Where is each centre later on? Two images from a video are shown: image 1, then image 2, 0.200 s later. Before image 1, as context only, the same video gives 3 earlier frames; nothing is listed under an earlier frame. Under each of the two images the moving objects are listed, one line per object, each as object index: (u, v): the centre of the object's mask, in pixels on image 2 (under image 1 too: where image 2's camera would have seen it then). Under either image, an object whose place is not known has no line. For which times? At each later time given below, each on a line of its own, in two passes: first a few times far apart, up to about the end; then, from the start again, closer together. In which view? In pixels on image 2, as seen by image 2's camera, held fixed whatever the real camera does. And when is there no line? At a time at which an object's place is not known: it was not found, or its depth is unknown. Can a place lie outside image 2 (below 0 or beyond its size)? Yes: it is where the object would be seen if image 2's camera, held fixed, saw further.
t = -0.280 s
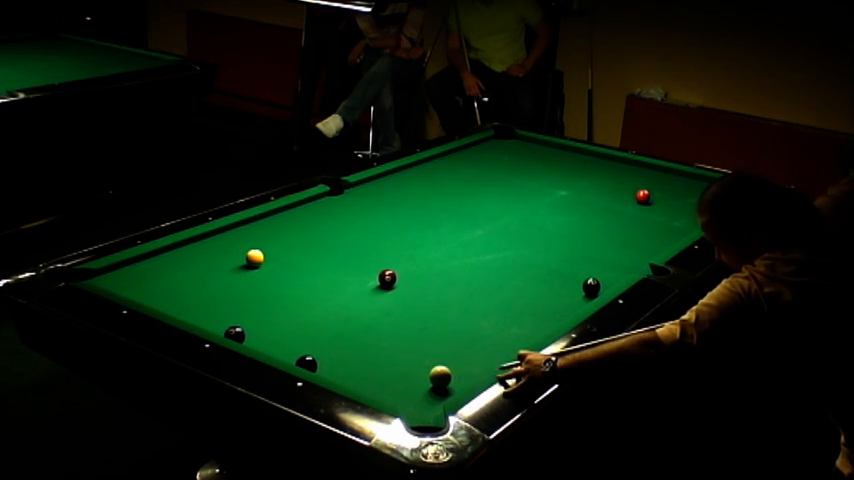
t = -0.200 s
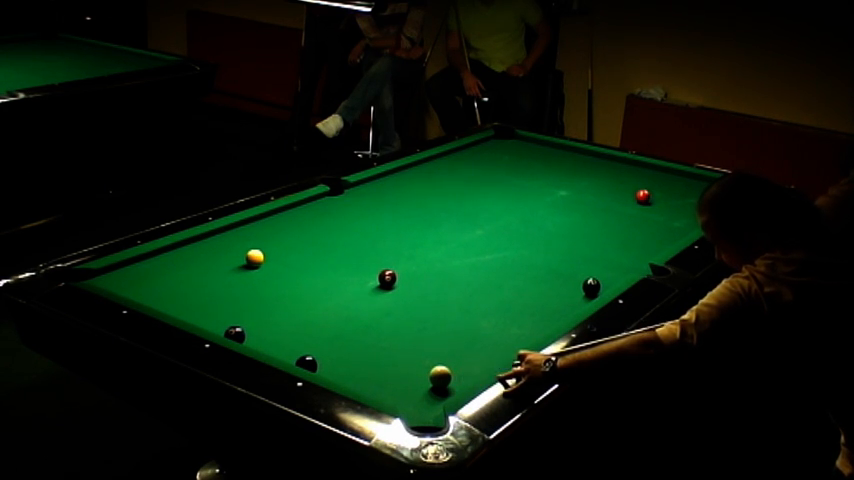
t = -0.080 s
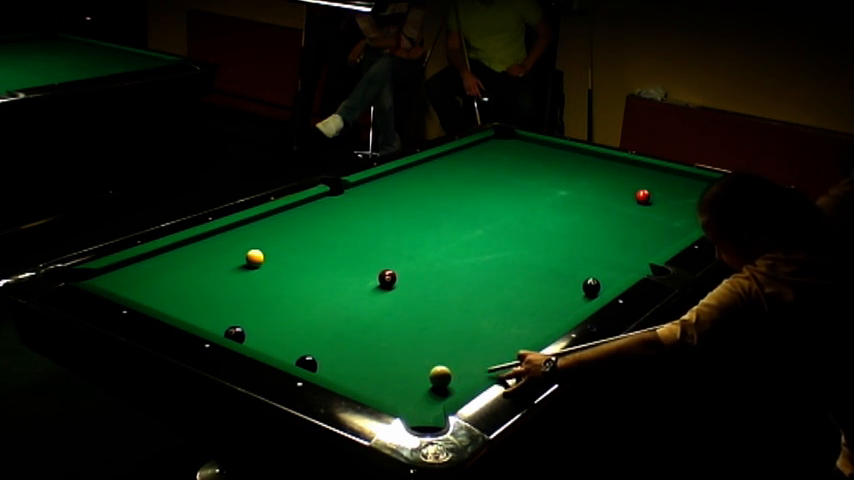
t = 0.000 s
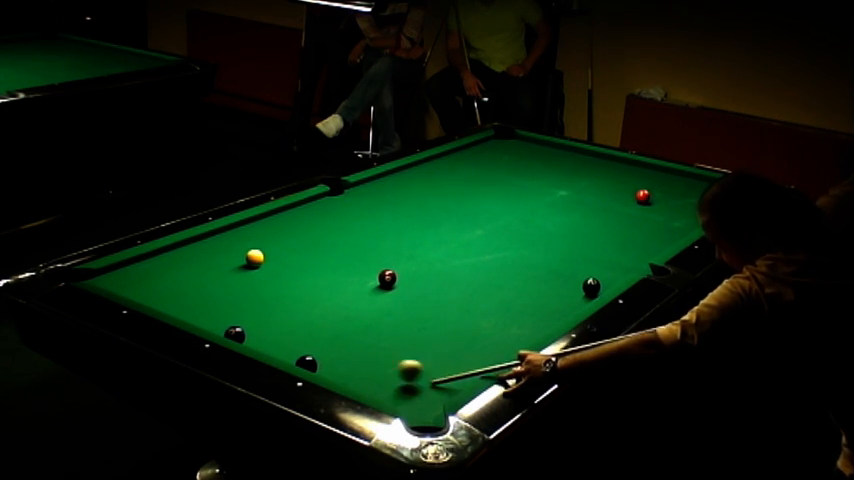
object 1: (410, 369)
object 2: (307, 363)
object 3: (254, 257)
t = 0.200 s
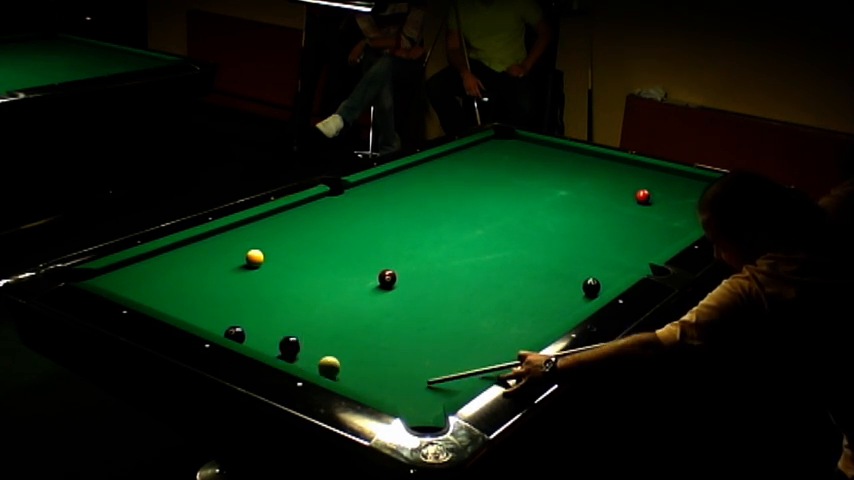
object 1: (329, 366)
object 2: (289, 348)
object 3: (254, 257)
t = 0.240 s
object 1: (332, 367)
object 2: (285, 343)
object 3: (254, 257)
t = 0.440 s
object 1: (355, 367)
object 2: (268, 315)
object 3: (254, 257)
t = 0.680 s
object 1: (379, 368)
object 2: (250, 285)
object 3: (254, 257)
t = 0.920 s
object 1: (402, 368)
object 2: (233, 259)
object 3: (257, 257)
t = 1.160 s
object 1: (423, 369)
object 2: (207, 241)
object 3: (268, 253)
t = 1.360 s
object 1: (439, 370)
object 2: (235, 238)
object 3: (277, 251)
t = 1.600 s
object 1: (456, 370)
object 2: (276, 238)
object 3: (286, 249)
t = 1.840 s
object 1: (471, 370)
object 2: (316, 239)
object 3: (293, 246)
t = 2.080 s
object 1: (480, 367)
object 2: (353, 239)
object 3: (298, 245)
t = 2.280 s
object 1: (478, 366)
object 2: (383, 239)
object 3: (303, 244)
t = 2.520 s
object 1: (476, 365)
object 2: (417, 240)
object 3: (307, 242)
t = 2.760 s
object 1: (475, 364)
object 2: (449, 240)
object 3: (309, 242)
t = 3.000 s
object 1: (475, 363)
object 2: (479, 240)
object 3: (310, 241)
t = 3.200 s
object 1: (475, 364)
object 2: (502, 241)
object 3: (310, 241)
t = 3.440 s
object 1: (475, 363)
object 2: (529, 241)
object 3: (310, 241)
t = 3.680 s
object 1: (476, 363)
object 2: (554, 242)
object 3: (310, 241)
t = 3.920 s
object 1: (476, 364)
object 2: (578, 242)
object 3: (310, 241)
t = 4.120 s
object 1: (475, 364)
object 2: (596, 242)
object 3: (310, 241)
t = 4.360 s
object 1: (475, 364)
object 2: (617, 242)
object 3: (310, 241)
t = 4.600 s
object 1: (476, 364)
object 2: (635, 242)
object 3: (310, 241)
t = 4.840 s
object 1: (476, 364)
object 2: (652, 242)
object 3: (310, 241)
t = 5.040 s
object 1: (476, 364)
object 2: (664, 242)
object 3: (310, 241)
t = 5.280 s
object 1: (475, 364)
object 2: (670, 239)
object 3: (310, 241)
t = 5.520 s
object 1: (475, 364)
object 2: (667, 238)
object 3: (310, 241)
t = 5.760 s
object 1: (475, 364)
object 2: (665, 236)
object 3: (310, 241)
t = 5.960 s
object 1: (476, 364)
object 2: (664, 235)
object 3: (310, 241)
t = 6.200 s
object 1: (476, 364)
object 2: (663, 234)
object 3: (310, 241)
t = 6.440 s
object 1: (476, 364)
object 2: (662, 234)
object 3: (310, 241)
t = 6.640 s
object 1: (476, 364)
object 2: (661, 234)
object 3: (310, 241)
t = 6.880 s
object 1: (475, 364)
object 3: (310, 241)
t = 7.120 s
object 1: (475, 364)
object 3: (310, 241)
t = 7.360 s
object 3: (310, 240)
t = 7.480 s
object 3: (310, 241)
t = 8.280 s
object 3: (309, 238)
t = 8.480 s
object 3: (310, 240)
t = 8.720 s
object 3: (310, 241)
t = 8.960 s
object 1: (476, 363)
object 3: (310, 241)
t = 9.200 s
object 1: (476, 364)
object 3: (310, 241)
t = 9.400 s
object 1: (476, 364)
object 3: (310, 241)
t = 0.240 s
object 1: (332, 367)
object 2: (285, 343)
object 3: (254, 257)
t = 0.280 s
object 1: (337, 367)
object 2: (281, 337)
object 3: (254, 257)
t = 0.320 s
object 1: (341, 367)
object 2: (278, 331)
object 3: (254, 257)
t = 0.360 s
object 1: (346, 367)
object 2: (274, 326)
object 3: (254, 257)
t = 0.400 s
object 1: (350, 367)
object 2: (271, 320)
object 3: (254, 257)
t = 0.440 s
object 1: (355, 367)
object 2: (268, 315)
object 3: (254, 257)
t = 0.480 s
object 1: (359, 367)
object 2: (265, 309)
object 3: (254, 257)
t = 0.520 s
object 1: (363, 368)
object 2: (262, 304)
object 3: (254, 257)
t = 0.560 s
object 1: (367, 367)
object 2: (259, 299)
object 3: (254, 257)
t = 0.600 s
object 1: (371, 368)
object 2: (256, 294)
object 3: (254, 257)
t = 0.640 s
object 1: (375, 367)
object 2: (253, 289)
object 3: (254, 257)
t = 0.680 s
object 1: (379, 368)
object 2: (250, 285)
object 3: (254, 257)
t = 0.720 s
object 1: (383, 368)
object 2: (247, 281)
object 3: (254, 257)
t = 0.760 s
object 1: (387, 368)
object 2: (245, 276)
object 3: (255, 257)
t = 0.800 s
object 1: (391, 368)
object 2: (243, 271)
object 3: (255, 257)
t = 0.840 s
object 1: (395, 368)
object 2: (240, 267)
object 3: (255, 257)
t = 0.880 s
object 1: (399, 368)
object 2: (238, 263)
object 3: (255, 257)
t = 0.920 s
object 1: (402, 368)
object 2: (233, 259)
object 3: (257, 257)
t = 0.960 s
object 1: (406, 369)
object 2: (228, 256)
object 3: (259, 256)
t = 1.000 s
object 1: (410, 369)
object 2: (224, 253)
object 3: (261, 255)
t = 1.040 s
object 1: (413, 369)
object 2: (220, 250)
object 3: (263, 255)
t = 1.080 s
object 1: (416, 369)
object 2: (215, 247)
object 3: (265, 254)
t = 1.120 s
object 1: (420, 369)
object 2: (211, 244)
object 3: (267, 254)
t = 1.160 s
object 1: (423, 369)
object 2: (207, 241)
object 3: (268, 253)
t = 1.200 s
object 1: (427, 369)
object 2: (206, 239)
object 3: (270, 253)
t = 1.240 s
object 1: (430, 369)
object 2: (213, 239)
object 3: (272, 252)
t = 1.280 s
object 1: (433, 369)
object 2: (221, 239)
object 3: (274, 252)
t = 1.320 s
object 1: (436, 369)
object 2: (228, 238)
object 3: (275, 251)
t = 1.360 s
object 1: (439, 370)
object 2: (235, 238)
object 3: (277, 251)
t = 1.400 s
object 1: (442, 370)
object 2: (242, 238)
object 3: (278, 251)
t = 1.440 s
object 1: (445, 370)
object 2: (249, 238)
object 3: (280, 250)
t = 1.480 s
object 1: (448, 370)
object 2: (256, 238)
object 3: (281, 250)
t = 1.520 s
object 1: (451, 370)
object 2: (263, 238)
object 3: (283, 249)
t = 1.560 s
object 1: (454, 370)
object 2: (270, 238)
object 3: (284, 249)
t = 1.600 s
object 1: (456, 370)
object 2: (276, 238)
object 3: (286, 249)
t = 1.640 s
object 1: (459, 370)
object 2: (283, 236)
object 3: (287, 248)
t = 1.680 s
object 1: (462, 370)
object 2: (291, 236)
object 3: (288, 248)
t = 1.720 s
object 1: (464, 370)
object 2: (298, 237)
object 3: (289, 248)
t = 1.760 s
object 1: (467, 370)
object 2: (303, 238)
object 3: (290, 247)
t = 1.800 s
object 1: (469, 370)
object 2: (309, 239)
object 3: (291, 247)
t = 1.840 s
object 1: (471, 370)
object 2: (316, 239)
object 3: (293, 246)
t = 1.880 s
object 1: (474, 369)
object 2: (322, 239)
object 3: (294, 246)
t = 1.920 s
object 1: (476, 369)
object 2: (328, 239)
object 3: (295, 246)
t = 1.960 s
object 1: (478, 368)
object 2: (335, 239)
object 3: (296, 246)
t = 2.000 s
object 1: (480, 368)
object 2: (341, 239)
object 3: (297, 245)
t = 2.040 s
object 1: (480, 368)
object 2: (347, 239)
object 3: (298, 245)
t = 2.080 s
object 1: (480, 367)
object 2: (353, 239)
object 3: (298, 245)
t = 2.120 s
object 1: (479, 367)
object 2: (359, 239)
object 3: (300, 244)
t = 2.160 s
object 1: (479, 367)
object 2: (365, 240)
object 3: (300, 244)
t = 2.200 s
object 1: (479, 366)
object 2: (371, 240)
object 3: (301, 244)
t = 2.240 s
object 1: (479, 366)
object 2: (377, 239)
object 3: (302, 244)
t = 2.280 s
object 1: (478, 366)
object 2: (383, 239)
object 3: (303, 244)
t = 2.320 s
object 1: (478, 366)
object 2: (388, 240)
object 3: (303, 243)
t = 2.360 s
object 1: (477, 365)
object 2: (394, 240)
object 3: (304, 243)
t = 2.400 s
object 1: (477, 365)
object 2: (400, 240)
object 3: (305, 243)
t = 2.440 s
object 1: (477, 365)
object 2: (406, 240)
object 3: (305, 243)
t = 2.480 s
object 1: (477, 365)
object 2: (411, 240)
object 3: (306, 243)
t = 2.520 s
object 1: (476, 365)
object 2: (417, 240)
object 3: (307, 242)
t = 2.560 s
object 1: (476, 365)
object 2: (422, 240)
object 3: (307, 242)
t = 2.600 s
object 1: (476, 364)
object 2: (428, 240)
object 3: (308, 242)
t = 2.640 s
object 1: (476, 364)
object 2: (433, 240)
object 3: (308, 242)
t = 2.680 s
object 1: (476, 364)
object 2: (438, 240)
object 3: (309, 242)
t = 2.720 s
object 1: (476, 364)
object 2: (443, 240)
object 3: (309, 242)
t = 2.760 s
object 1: (475, 364)
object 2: (449, 240)
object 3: (309, 242)
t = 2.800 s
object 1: (475, 364)
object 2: (454, 240)
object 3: (309, 242)
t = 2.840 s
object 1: (475, 364)
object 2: (459, 240)
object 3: (310, 242)
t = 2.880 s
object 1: (475, 363)
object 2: (464, 240)
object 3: (310, 241)
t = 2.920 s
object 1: (475, 363)
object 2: (469, 240)
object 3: (310, 241)
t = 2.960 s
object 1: (475, 363)
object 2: (474, 240)
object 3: (310, 241)
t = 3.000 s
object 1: (475, 363)
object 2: (479, 240)
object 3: (310, 241)
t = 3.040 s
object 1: (475, 363)
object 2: (484, 240)
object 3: (310, 241)
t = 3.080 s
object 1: (475, 363)
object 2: (488, 241)
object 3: (310, 241)
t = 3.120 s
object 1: (475, 363)
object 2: (493, 240)
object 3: (310, 241)
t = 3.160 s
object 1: (475, 363)
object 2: (498, 240)
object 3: (310, 241)
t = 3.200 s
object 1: (475, 364)
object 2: (502, 241)
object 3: (310, 241)
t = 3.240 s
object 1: (475, 364)
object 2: (507, 241)
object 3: (310, 241)
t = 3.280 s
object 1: (475, 363)
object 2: (512, 241)
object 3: (310, 241)
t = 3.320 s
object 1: (475, 363)
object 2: (516, 241)
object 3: (310, 241)
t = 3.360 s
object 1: (475, 364)
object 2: (521, 241)
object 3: (310, 241)
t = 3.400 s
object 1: (475, 364)
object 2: (525, 241)
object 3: (310, 241)
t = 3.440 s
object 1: (475, 363)
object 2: (529, 241)
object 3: (310, 241)
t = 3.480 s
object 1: (475, 363)
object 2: (533, 241)
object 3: (310, 241)
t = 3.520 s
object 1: (475, 363)
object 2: (538, 241)
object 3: (310, 241)
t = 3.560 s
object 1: (475, 364)
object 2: (542, 241)
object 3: (310, 241)
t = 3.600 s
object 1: (476, 364)
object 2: (546, 242)
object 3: (310, 241)
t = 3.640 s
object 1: (476, 364)
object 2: (550, 242)
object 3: (310, 241)
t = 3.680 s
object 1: (476, 363)
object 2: (554, 242)
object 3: (310, 241)
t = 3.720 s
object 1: (476, 363)
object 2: (558, 243)
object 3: (310, 241)
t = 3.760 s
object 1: (476, 364)
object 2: (562, 244)
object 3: (310, 241)
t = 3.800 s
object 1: (476, 364)
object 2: (566, 243)
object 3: (310, 241)
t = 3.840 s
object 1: (476, 364)
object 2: (570, 242)
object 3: (310, 241)
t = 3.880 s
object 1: (476, 364)
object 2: (574, 242)
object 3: (310, 241)
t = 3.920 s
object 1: (476, 364)
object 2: (578, 242)
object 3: (310, 241)
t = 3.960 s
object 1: (476, 364)
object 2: (582, 242)
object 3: (310, 241)
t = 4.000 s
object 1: (476, 364)
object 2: (585, 242)
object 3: (310, 241)
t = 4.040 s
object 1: (475, 364)
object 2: (589, 242)
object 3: (310, 241)
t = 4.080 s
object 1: (475, 364)
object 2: (592, 242)
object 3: (310, 241)
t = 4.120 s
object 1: (475, 364)
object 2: (596, 242)
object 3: (310, 241)
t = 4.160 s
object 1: (475, 364)
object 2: (600, 242)
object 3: (310, 241)
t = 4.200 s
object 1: (475, 364)
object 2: (603, 242)
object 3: (310, 241)
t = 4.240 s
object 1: (475, 364)
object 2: (607, 242)
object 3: (310, 241)
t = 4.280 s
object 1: (475, 364)
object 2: (610, 243)
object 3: (310, 241)
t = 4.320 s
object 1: (475, 364)
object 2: (613, 242)
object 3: (310, 241)
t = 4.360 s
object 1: (475, 364)
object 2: (617, 242)
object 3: (310, 241)
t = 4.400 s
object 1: (476, 364)
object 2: (620, 242)
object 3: (310, 241)
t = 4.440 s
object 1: (476, 364)
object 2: (623, 242)
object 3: (310, 241)
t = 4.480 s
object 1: (476, 364)
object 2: (626, 242)
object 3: (310, 241)
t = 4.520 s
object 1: (476, 364)
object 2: (629, 242)
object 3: (310, 241)
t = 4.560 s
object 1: (475, 364)
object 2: (632, 242)
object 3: (310, 241)
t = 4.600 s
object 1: (476, 364)
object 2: (635, 242)
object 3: (310, 241)
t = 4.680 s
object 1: (476, 364)
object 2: (641, 242)
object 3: (310, 241)
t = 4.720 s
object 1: (476, 364)
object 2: (644, 243)
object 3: (310, 241)
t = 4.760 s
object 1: (476, 364)
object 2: (646, 244)
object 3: (310, 241)
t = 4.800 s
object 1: (476, 364)
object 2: (649, 242)
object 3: (310, 241)
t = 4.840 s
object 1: (476, 364)
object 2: (652, 242)
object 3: (310, 241)
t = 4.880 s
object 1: (475, 364)
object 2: (655, 242)
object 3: (310, 241)
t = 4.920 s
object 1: (476, 364)
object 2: (658, 242)
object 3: (310, 241)
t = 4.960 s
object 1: (475, 364)
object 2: (660, 242)
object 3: (310, 241)
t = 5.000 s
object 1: (475, 364)
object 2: (662, 242)
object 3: (310, 241)
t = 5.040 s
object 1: (476, 364)
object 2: (664, 242)
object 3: (310, 241)
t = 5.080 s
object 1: (476, 364)
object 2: (666, 241)
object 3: (310, 241)
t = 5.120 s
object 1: (475, 364)
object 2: (668, 241)
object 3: (310, 241)
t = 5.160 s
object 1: (475, 364)
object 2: (671, 240)
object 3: (310, 241)
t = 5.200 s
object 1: (475, 364)
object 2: (670, 240)
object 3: (310, 241)
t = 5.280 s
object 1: (475, 364)
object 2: (670, 239)
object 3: (310, 241)
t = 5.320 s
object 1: (475, 364)
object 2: (668, 240)
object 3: (310, 241)
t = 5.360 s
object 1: (475, 364)
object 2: (669, 239)
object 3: (310, 241)
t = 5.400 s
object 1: (475, 364)
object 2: (668, 239)
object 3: (310, 241)
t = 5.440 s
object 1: (475, 364)
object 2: (668, 238)
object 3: (310, 241)
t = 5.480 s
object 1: (475, 364)
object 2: (667, 239)
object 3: (310, 241)
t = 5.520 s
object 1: (475, 364)
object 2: (667, 238)
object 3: (310, 241)
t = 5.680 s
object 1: (475, 364)
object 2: (666, 237)
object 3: (310, 241)
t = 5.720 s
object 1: (475, 364)
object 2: (666, 237)
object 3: (310, 241)
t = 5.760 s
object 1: (475, 364)
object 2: (665, 236)
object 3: (310, 241)
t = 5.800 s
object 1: (476, 364)
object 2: (665, 236)
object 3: (310, 241)
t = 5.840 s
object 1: (475, 364)
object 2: (665, 236)
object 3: (310, 241)
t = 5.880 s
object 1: (475, 364)
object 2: (665, 236)
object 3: (310, 241)
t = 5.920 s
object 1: (476, 364)
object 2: (664, 236)
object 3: (310, 241)
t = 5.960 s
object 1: (476, 364)
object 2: (664, 235)
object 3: (310, 241)
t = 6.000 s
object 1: (475, 364)
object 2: (664, 235)
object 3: (310, 241)
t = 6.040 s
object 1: (476, 364)
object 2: (663, 235)
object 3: (310, 241)
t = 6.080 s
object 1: (476, 364)
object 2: (663, 235)
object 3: (310, 241)
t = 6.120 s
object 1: (476, 364)
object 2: (663, 235)
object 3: (310, 241)
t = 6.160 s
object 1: (476, 364)
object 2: (663, 235)
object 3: (310, 241)
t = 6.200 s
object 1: (476, 364)
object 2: (663, 234)
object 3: (310, 241)
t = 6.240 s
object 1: (476, 364)
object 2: (662, 234)
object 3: (310, 241)
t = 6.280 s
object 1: (476, 364)
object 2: (662, 234)
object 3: (310, 241)
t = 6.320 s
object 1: (476, 364)
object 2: (662, 234)
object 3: (310, 241)
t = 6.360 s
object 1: (476, 364)
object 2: (662, 234)
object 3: (310, 241)
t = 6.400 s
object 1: (476, 364)
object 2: (662, 234)
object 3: (310, 241)
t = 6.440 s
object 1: (476, 364)
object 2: (662, 234)
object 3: (310, 241)
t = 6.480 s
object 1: (476, 364)
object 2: (662, 234)
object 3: (310, 240)
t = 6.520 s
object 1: (476, 364)
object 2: (662, 234)
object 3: (310, 241)
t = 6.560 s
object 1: (476, 364)
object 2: (662, 234)
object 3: (310, 241)
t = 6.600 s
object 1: (476, 364)
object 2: (662, 234)
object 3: (310, 241)
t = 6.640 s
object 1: (476, 364)
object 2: (661, 234)
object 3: (310, 241)
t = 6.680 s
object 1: (476, 364)
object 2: (661, 234)
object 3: (310, 241)
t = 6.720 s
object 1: (476, 364)
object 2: (662, 234)
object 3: (310, 241)
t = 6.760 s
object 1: (476, 364)
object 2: (661, 234)
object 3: (310, 241)
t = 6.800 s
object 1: (475, 364)
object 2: (661, 234)
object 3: (310, 241)
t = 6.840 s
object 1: (475, 364)
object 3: (310, 241)
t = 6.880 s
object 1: (475, 364)
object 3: (310, 241)
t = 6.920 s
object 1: (476, 364)
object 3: (310, 241)
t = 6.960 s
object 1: (476, 364)
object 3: (310, 241)
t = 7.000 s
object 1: (475, 364)
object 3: (310, 241)
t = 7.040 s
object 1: (476, 364)
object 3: (310, 241)
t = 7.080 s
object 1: (476, 364)
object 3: (310, 241)
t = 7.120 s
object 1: (475, 364)
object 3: (310, 241)
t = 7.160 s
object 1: (470, 360)
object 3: (310, 241)
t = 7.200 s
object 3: (310, 241)
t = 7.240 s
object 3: (310, 240)
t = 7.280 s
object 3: (311, 240)
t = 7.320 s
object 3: (310, 240)
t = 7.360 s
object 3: (310, 240)
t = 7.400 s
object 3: (310, 240)
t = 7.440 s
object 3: (310, 240)
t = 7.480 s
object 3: (310, 241)
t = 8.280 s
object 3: (309, 238)
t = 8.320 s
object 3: (310, 240)
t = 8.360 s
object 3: (310, 240)
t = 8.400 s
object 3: (309, 240)
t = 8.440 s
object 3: (310, 240)
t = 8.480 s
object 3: (310, 240)
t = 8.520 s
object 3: (310, 240)
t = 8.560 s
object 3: (310, 241)
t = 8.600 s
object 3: (310, 241)
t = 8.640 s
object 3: (310, 241)
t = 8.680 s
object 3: (310, 241)
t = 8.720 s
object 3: (310, 241)
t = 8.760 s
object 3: (310, 241)
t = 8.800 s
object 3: (310, 241)
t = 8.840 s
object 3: (310, 241)
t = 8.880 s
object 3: (310, 241)
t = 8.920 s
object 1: (472, 361)
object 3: (310, 241)
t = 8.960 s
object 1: (476, 363)
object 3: (310, 241)
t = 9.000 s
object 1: (476, 364)
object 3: (310, 241)
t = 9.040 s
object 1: (476, 364)
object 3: (310, 241)
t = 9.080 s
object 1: (476, 364)
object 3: (310, 241)
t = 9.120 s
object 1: (476, 364)
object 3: (310, 241)
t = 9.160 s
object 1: (476, 364)
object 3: (310, 241)
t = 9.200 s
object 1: (476, 364)
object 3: (310, 241)
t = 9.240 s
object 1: (476, 364)
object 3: (310, 241)
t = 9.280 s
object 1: (476, 364)
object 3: (310, 241)
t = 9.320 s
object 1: (476, 364)
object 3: (310, 241)
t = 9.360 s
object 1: (476, 364)
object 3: (310, 241)
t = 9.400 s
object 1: (476, 364)
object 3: (310, 241)
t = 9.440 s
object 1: (476, 364)
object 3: (310, 241)
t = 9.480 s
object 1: (476, 364)
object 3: (310, 241)
